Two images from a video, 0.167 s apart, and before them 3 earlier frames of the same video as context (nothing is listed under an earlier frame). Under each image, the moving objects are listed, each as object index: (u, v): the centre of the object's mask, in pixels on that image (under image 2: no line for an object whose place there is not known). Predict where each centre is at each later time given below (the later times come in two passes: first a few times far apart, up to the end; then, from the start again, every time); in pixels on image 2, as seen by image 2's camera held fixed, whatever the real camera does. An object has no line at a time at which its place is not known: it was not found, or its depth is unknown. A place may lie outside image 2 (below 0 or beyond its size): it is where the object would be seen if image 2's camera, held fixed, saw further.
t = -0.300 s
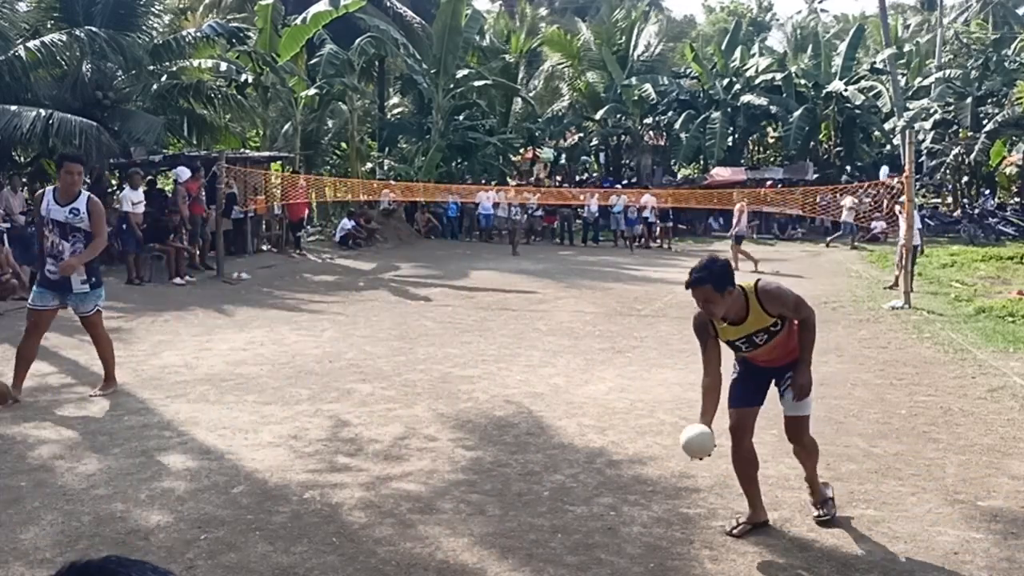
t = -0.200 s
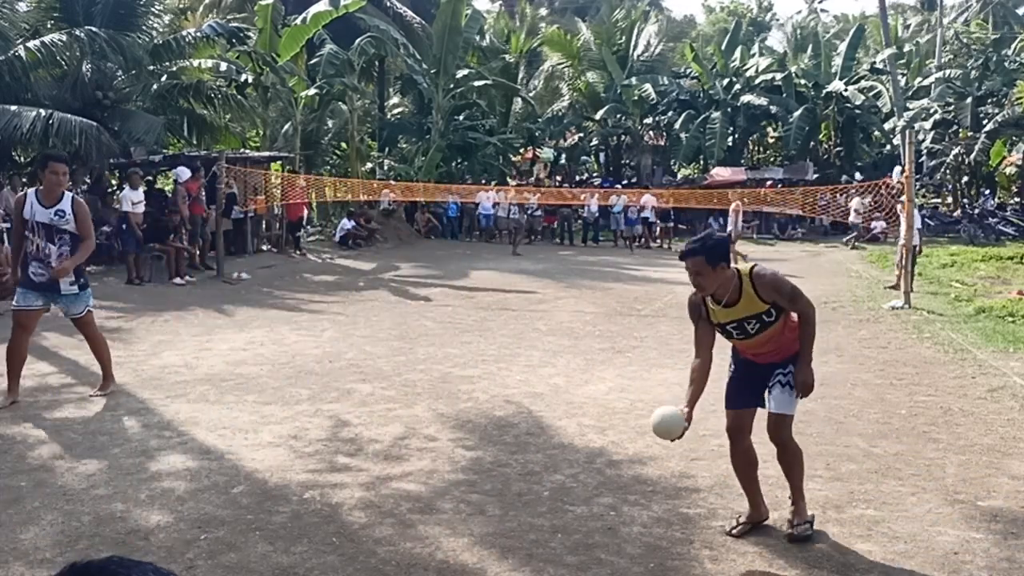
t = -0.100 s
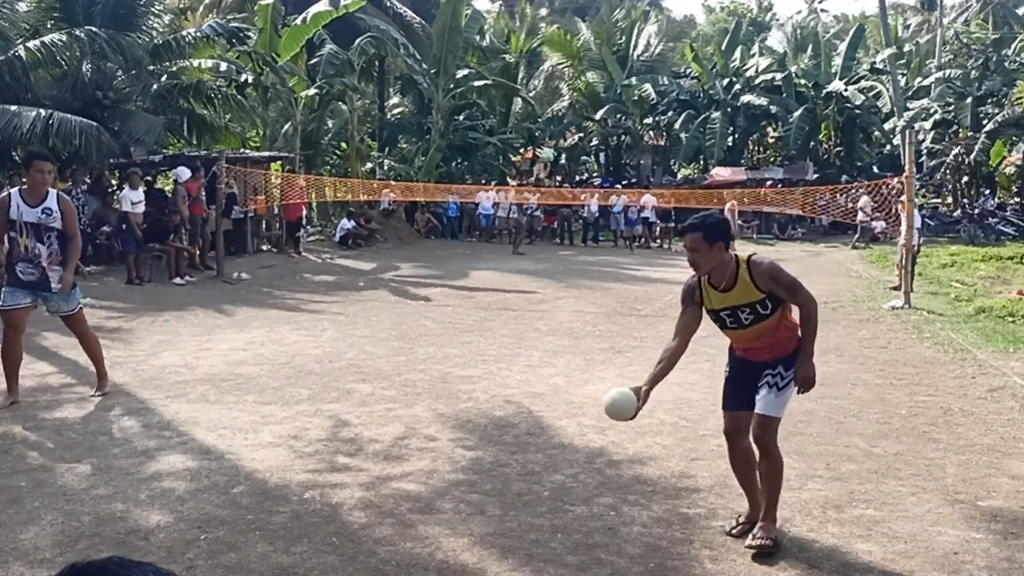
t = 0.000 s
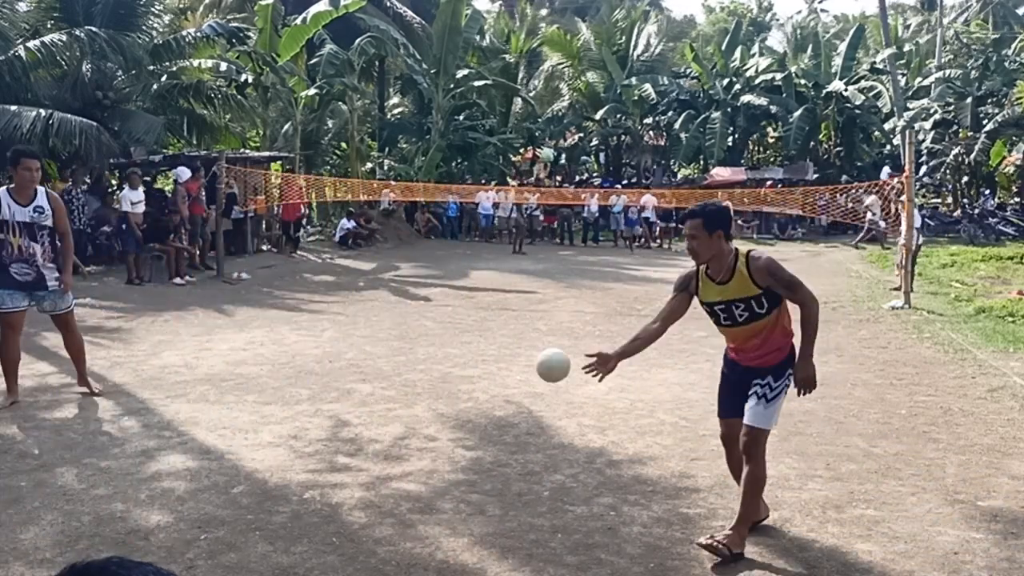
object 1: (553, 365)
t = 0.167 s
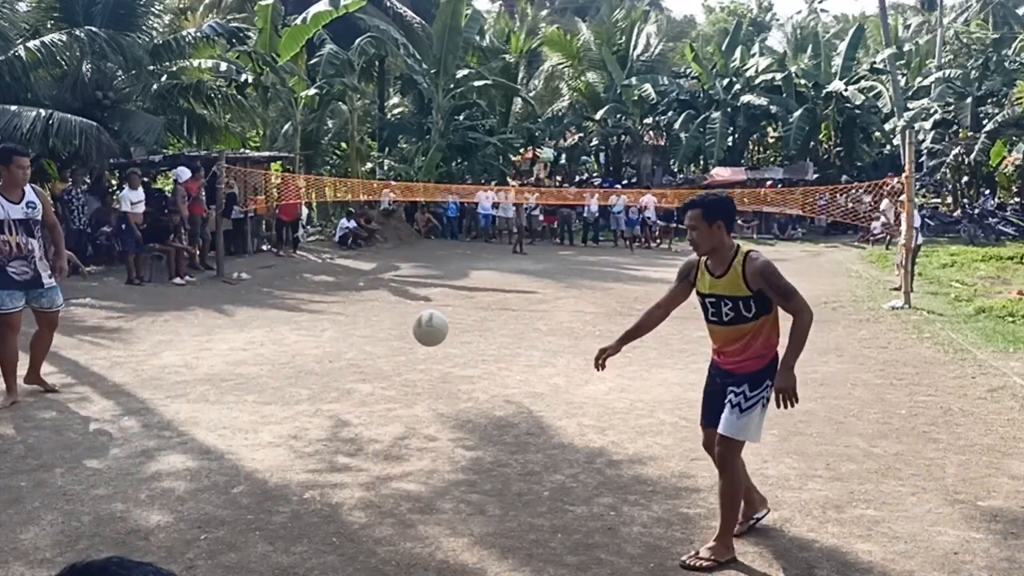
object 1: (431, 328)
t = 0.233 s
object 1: (378, 329)
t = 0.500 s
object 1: (152, 447)
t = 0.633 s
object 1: (39, 566)
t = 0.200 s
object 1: (404, 327)
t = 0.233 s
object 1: (378, 329)
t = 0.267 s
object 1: (351, 333)
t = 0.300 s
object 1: (323, 341)
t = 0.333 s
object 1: (295, 352)
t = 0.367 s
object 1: (267, 365)
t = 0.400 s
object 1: (238, 381)
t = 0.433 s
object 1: (210, 400)
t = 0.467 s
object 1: (181, 423)
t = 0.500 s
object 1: (152, 447)
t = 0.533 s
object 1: (123, 475)
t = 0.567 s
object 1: (96, 505)
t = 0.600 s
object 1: (67, 540)
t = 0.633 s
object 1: (39, 566)
